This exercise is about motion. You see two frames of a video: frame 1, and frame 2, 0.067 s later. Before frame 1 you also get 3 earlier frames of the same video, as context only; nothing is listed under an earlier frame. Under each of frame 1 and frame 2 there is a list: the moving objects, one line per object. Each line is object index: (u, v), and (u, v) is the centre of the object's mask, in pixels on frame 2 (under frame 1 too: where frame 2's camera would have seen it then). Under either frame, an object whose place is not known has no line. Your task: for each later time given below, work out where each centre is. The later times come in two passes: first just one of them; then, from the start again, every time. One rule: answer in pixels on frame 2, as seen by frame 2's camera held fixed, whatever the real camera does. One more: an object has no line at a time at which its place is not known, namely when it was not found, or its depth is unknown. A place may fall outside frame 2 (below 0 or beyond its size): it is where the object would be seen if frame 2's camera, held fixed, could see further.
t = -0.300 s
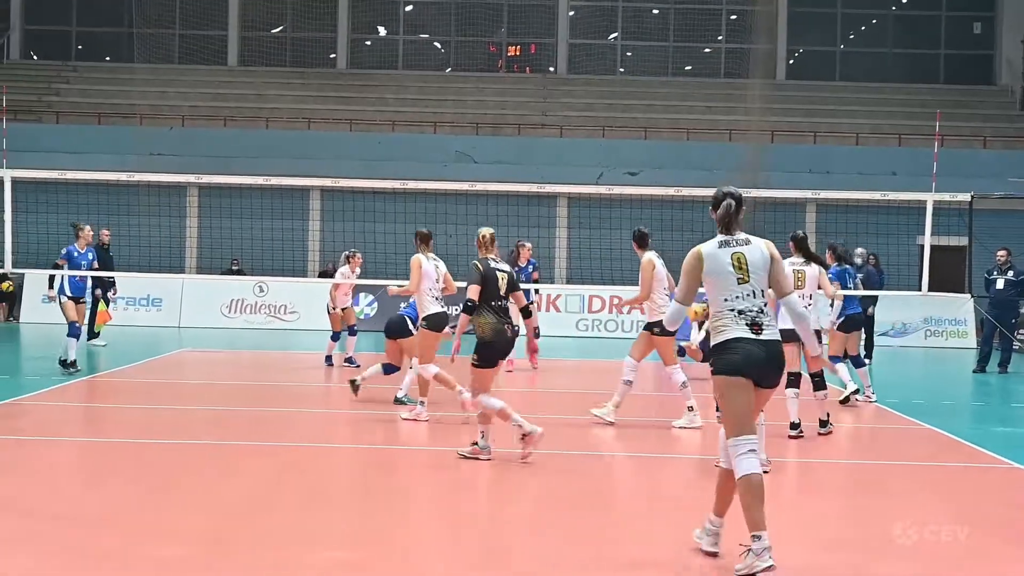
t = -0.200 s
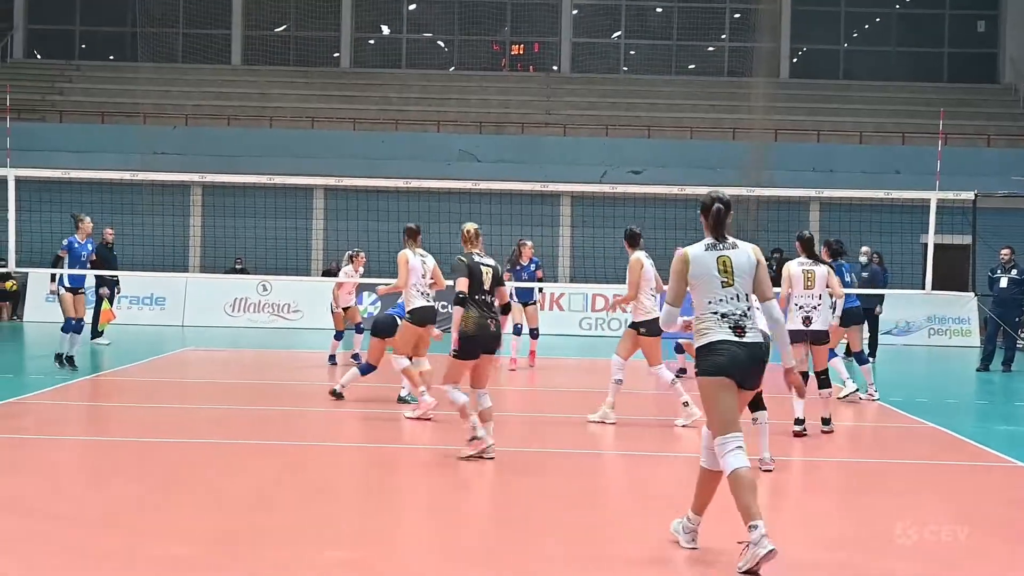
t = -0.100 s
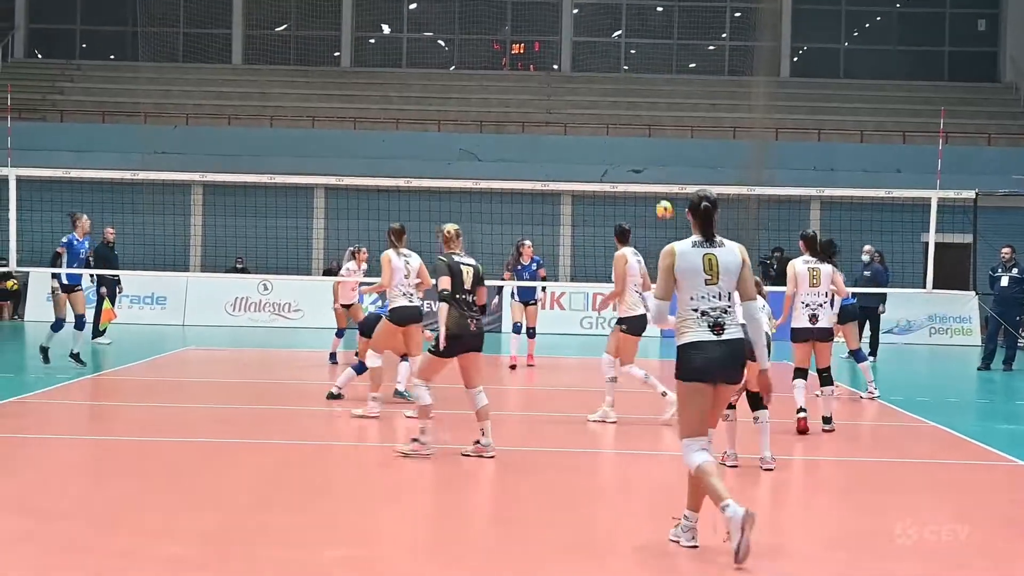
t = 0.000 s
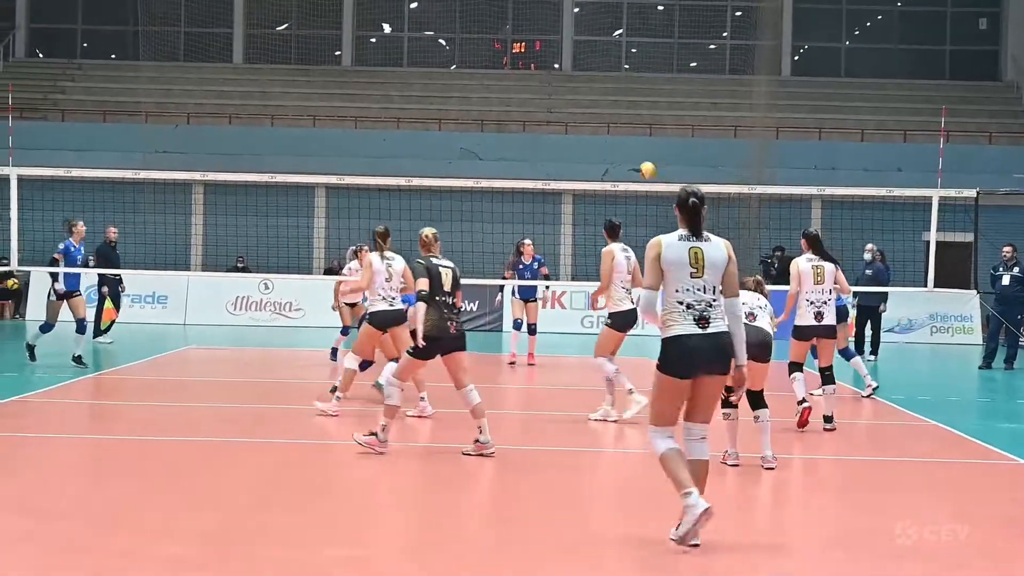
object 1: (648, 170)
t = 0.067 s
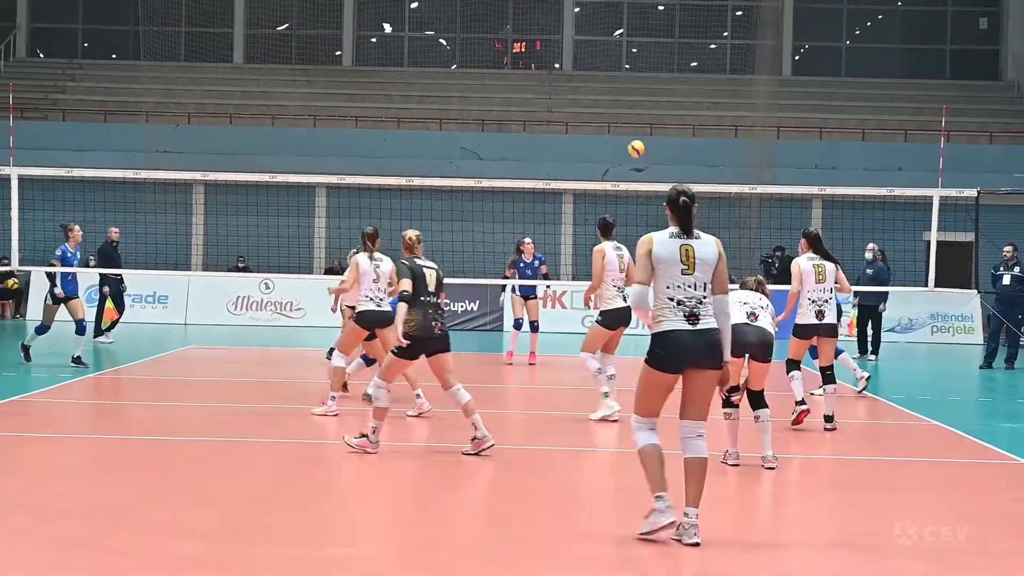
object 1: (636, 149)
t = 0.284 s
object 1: (598, 104)
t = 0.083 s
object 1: (633, 144)
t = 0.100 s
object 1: (630, 139)
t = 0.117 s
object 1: (627, 135)
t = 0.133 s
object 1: (624, 130)
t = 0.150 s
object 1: (621, 127)
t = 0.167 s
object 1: (619, 123)
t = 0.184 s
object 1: (615, 119)
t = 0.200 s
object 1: (612, 117)
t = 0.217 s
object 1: (610, 113)
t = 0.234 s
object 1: (607, 111)
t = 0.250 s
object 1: (603, 108)
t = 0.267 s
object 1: (600, 106)
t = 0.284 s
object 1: (598, 104)
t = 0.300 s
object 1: (595, 102)
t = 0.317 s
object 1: (592, 100)
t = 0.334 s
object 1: (590, 98)
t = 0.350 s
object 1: (586, 97)
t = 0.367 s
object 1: (583, 96)
